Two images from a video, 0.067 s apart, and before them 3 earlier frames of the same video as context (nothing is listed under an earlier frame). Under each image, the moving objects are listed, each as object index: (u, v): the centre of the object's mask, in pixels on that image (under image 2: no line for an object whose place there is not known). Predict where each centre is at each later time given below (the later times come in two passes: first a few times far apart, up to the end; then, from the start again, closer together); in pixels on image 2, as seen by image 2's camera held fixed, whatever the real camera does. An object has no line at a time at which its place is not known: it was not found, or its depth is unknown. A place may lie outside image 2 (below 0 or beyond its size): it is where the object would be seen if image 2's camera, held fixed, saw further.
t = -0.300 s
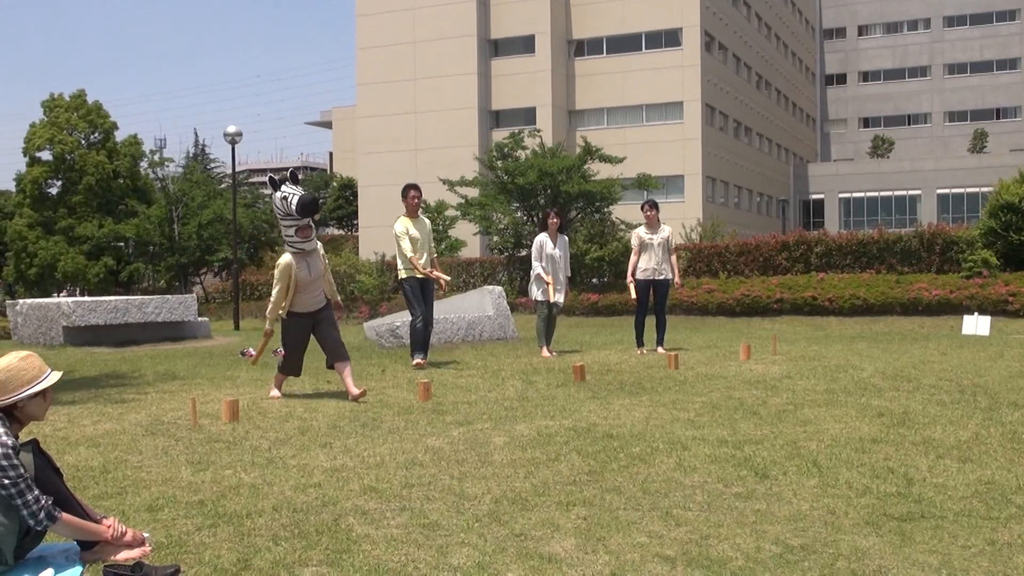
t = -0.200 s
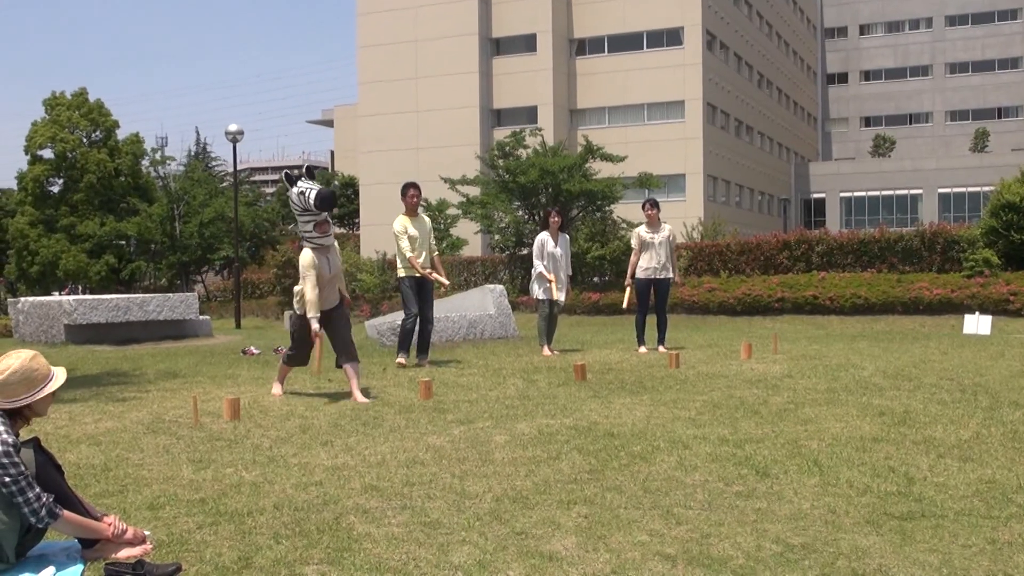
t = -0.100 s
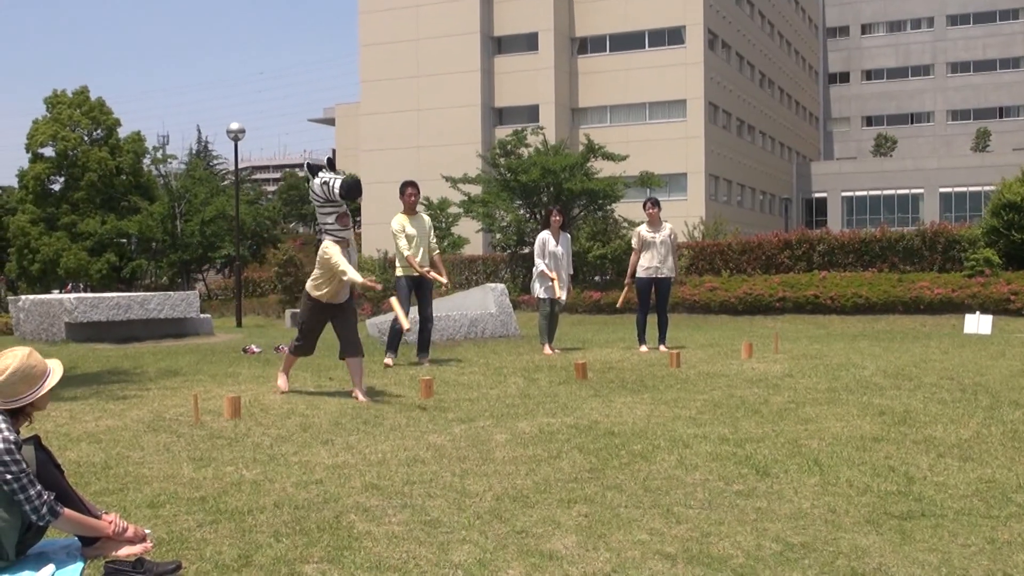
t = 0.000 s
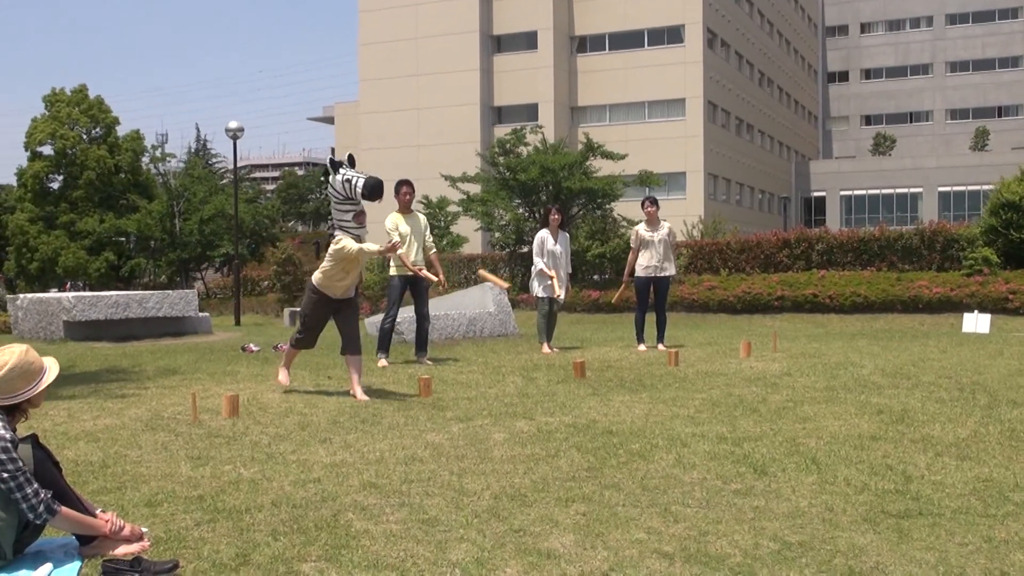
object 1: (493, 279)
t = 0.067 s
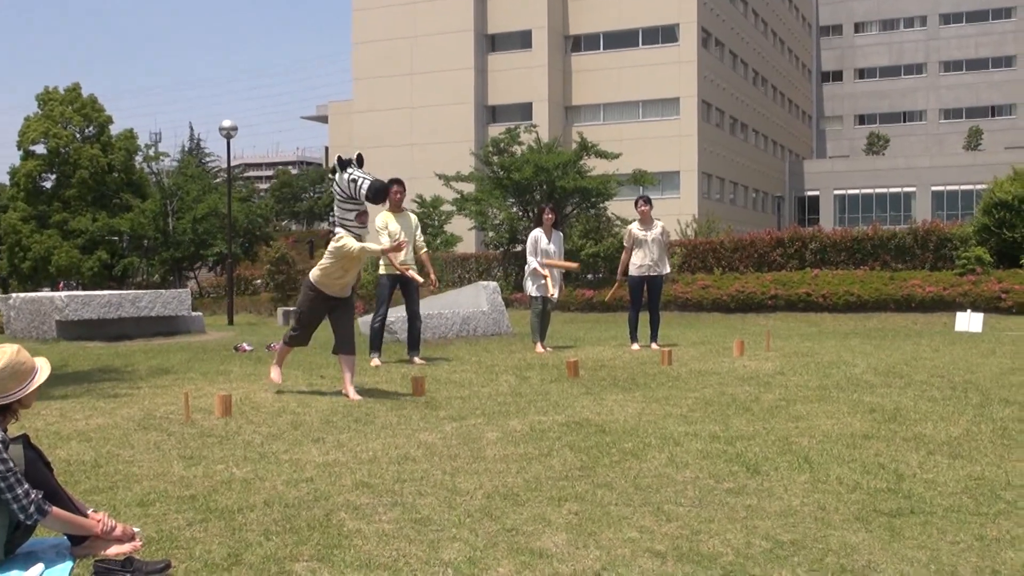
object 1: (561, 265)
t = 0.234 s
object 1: (776, 259)
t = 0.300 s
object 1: (878, 271)
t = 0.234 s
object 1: (776, 259)
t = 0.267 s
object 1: (826, 263)
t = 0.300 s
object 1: (878, 271)
